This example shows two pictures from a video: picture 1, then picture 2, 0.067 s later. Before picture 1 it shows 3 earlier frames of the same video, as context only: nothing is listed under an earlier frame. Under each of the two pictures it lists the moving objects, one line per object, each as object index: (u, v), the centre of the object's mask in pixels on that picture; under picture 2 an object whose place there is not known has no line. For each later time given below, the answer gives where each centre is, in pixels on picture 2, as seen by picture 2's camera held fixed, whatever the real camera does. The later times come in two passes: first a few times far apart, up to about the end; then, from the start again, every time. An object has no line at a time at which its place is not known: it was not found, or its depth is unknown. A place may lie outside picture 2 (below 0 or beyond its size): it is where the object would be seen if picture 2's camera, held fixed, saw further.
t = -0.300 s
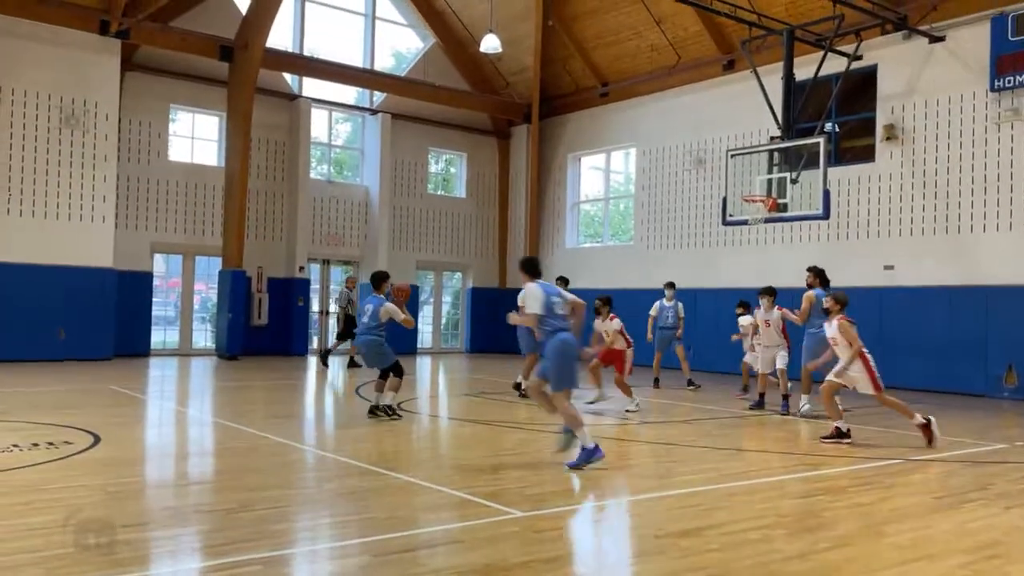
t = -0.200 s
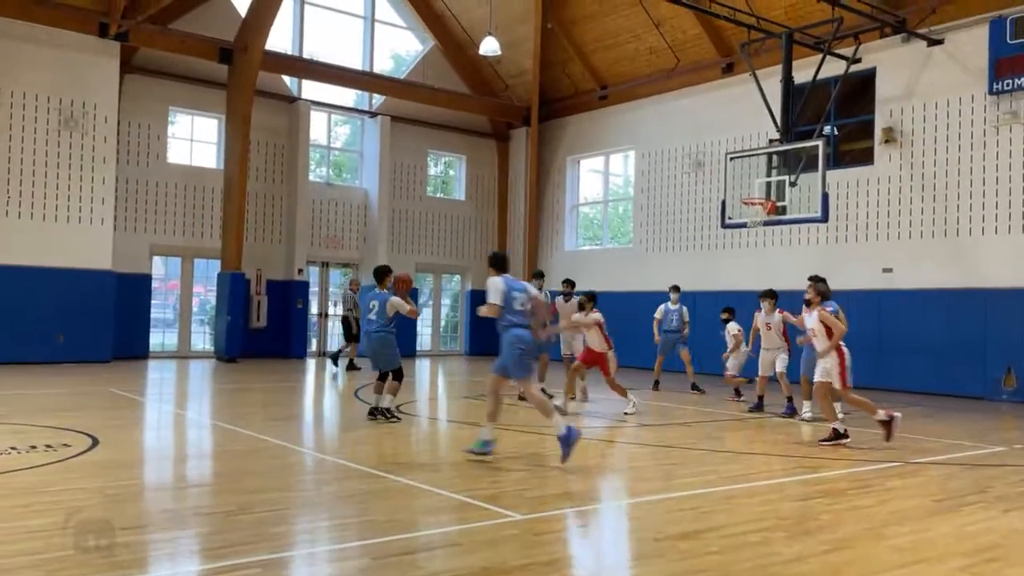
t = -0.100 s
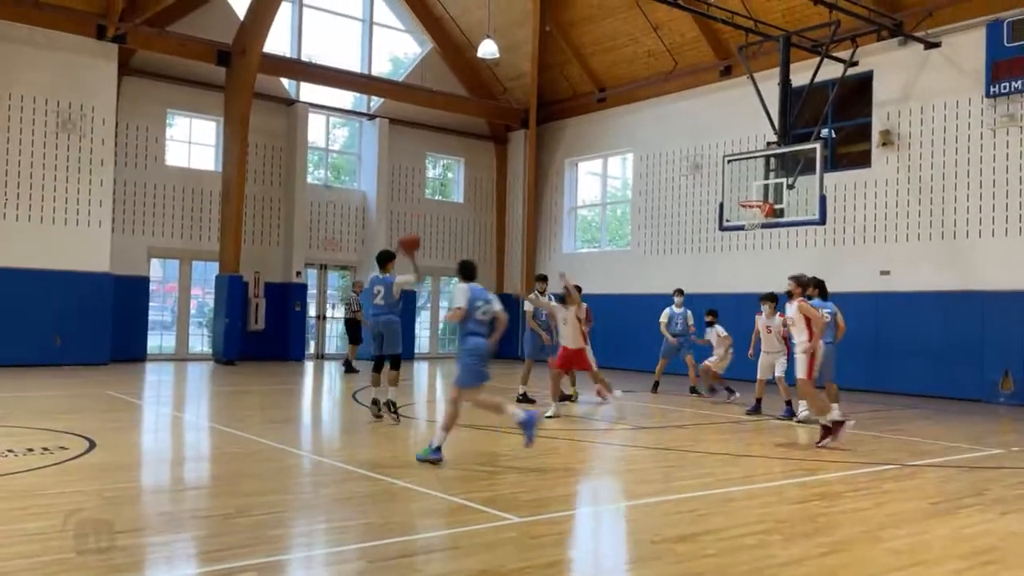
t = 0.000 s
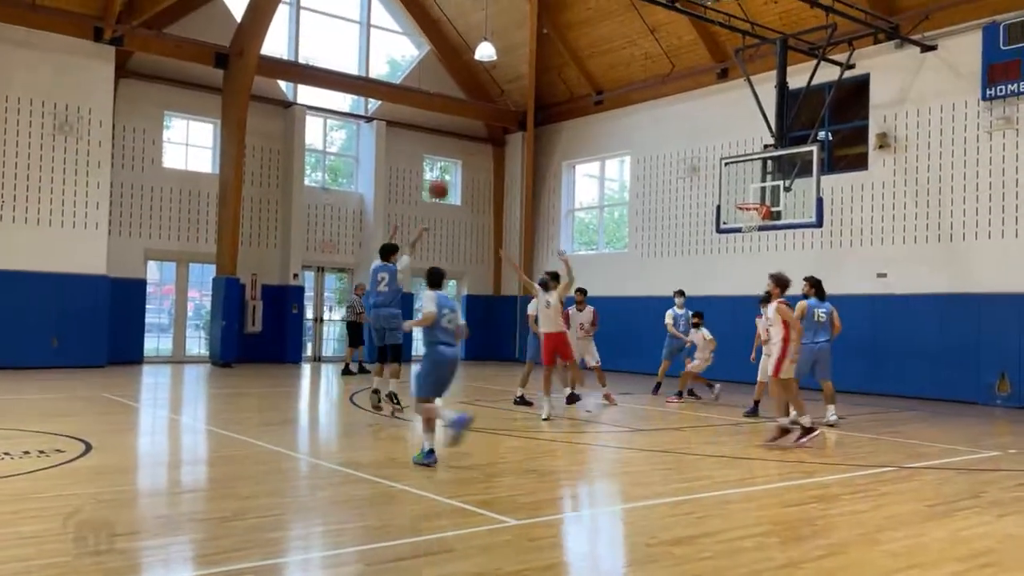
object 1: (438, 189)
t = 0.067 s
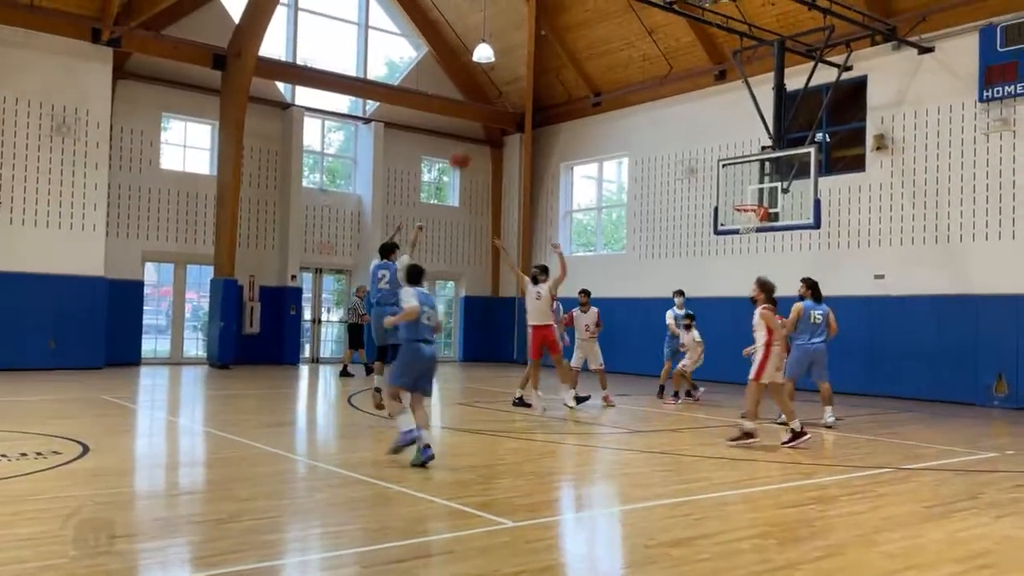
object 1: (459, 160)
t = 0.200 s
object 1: (502, 109)
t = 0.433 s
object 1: (567, 60)
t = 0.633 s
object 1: (617, 56)
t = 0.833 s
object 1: (659, 75)
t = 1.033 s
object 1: (699, 120)
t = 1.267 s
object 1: (739, 195)
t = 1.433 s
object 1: (761, 235)
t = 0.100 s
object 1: (470, 144)
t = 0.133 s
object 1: (481, 131)
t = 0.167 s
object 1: (492, 120)
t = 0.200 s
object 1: (502, 109)
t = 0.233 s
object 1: (510, 100)
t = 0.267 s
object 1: (522, 91)
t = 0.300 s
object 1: (532, 82)
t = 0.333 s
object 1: (540, 78)
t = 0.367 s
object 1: (549, 70)
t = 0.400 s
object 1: (559, 65)
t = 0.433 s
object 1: (567, 60)
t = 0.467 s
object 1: (575, 58)
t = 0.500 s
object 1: (585, 56)
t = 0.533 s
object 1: (593, 56)
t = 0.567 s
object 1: (601, 55)
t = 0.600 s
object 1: (609, 55)
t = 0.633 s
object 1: (617, 56)
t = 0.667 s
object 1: (625, 58)
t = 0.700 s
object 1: (632, 61)
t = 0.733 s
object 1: (640, 63)
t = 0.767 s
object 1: (646, 68)
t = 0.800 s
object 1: (654, 71)
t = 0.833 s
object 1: (659, 75)
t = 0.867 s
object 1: (666, 84)
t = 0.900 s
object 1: (673, 90)
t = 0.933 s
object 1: (680, 98)
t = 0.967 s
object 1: (687, 103)
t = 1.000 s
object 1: (693, 111)
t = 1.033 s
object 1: (699, 120)
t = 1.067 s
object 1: (705, 129)
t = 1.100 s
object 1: (711, 138)
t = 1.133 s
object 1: (717, 149)
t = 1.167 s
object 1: (723, 159)
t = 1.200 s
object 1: (729, 170)
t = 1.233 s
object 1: (734, 183)
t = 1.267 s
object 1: (739, 195)
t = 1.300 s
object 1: (746, 208)
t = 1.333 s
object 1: (748, 217)
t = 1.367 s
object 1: (755, 223)
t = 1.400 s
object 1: (758, 229)
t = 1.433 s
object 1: (761, 235)
